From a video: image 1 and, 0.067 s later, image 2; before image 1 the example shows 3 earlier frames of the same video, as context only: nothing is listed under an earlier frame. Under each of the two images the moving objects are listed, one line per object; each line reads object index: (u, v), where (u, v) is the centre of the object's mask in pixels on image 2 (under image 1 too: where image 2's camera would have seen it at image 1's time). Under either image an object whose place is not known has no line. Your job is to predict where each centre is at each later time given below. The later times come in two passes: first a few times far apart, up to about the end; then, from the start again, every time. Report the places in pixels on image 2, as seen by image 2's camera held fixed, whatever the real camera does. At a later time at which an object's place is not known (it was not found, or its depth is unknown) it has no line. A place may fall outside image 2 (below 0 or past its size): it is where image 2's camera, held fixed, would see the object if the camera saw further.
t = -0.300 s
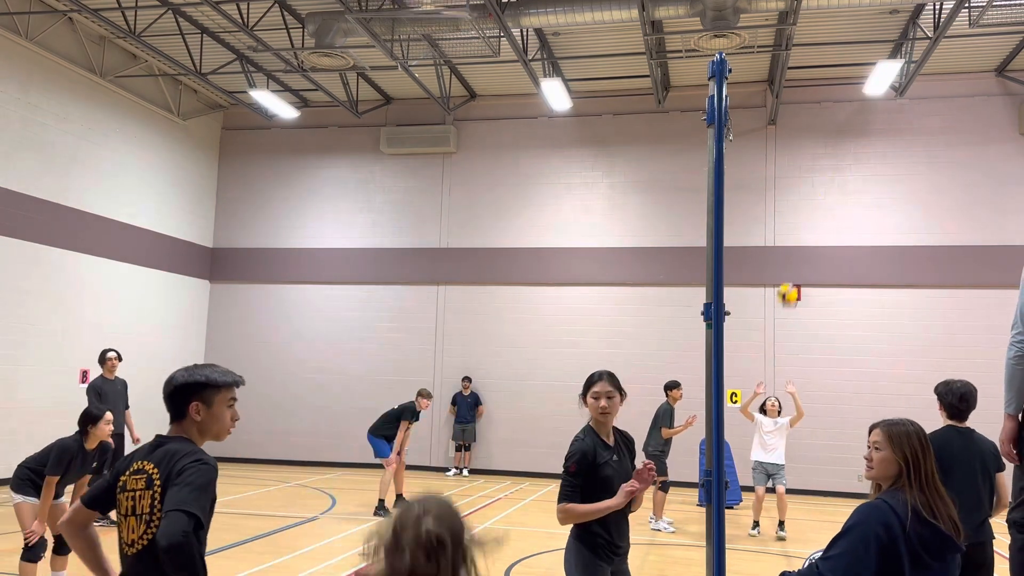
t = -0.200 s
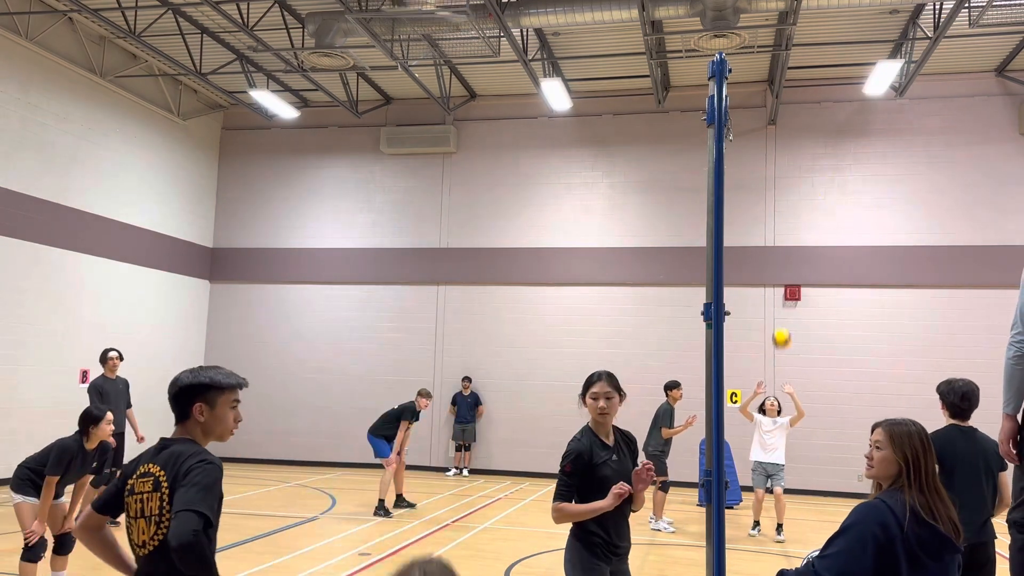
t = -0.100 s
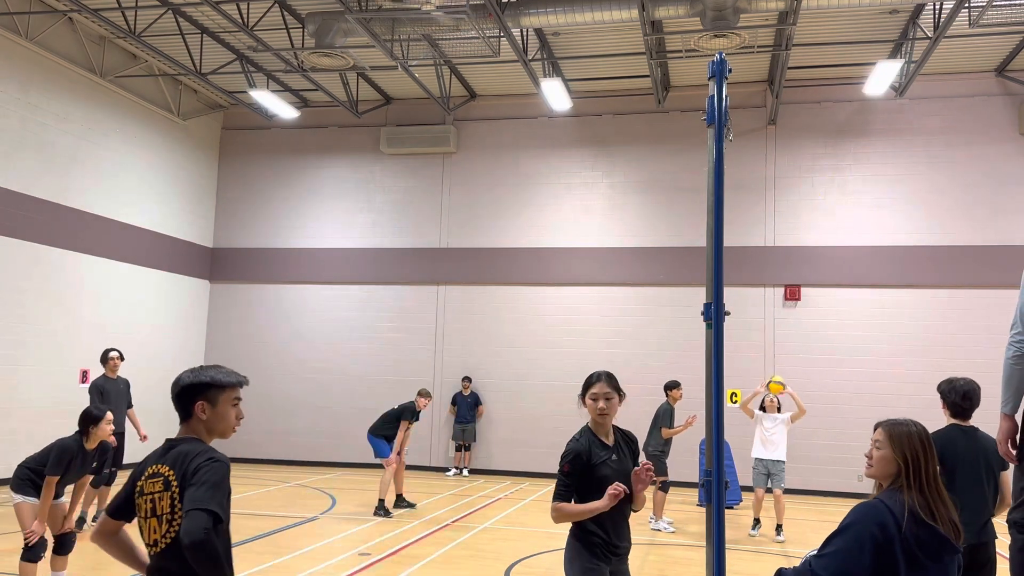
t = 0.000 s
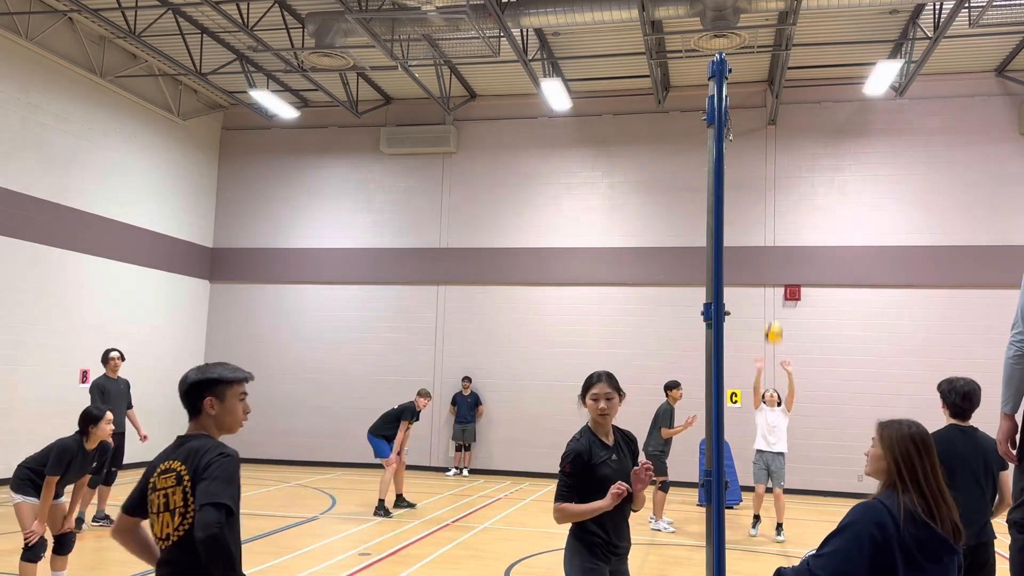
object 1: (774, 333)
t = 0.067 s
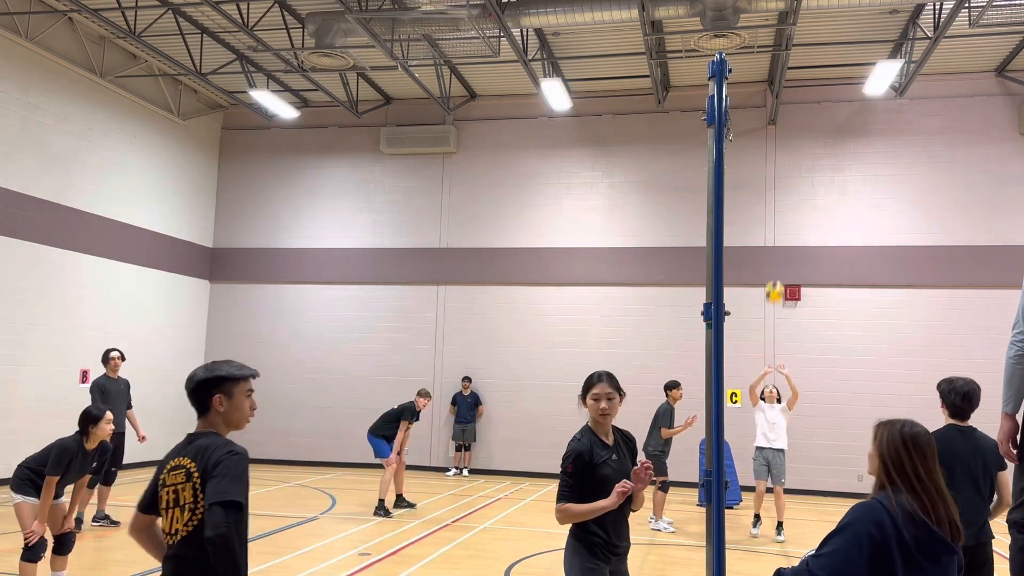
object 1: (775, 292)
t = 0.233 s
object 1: (778, 206)
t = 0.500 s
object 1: (787, 114)
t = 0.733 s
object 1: (794, 82)
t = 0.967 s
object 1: (800, 103)
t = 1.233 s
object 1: (809, 206)
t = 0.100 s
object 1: (775, 273)
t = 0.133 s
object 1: (776, 256)
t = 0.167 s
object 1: (776, 239)
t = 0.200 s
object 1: (777, 222)
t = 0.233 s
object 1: (778, 206)
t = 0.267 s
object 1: (780, 192)
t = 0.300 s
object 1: (781, 178)
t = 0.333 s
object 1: (782, 166)
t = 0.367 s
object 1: (783, 153)
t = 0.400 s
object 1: (784, 142)
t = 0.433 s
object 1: (785, 132)
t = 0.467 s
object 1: (786, 123)
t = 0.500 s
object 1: (787, 114)
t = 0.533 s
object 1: (788, 106)
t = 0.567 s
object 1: (789, 100)
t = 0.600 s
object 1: (790, 95)
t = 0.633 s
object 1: (791, 90)
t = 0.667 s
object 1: (792, 87)
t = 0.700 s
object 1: (792, 84)
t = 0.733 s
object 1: (794, 82)
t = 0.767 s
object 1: (795, 82)
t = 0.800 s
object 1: (796, 83)
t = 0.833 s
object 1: (796, 85)
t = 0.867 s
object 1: (797, 88)
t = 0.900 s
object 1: (798, 92)
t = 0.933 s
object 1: (799, 97)
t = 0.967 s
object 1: (800, 103)
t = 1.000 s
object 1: (801, 111)
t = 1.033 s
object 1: (803, 121)
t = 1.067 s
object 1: (803, 131)
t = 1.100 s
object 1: (805, 143)
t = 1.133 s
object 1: (806, 156)
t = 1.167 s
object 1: (806, 172)
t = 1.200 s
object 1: (807, 188)
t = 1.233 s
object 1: (809, 206)
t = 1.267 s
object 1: (810, 226)
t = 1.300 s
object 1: (811, 248)
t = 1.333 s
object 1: (813, 270)
